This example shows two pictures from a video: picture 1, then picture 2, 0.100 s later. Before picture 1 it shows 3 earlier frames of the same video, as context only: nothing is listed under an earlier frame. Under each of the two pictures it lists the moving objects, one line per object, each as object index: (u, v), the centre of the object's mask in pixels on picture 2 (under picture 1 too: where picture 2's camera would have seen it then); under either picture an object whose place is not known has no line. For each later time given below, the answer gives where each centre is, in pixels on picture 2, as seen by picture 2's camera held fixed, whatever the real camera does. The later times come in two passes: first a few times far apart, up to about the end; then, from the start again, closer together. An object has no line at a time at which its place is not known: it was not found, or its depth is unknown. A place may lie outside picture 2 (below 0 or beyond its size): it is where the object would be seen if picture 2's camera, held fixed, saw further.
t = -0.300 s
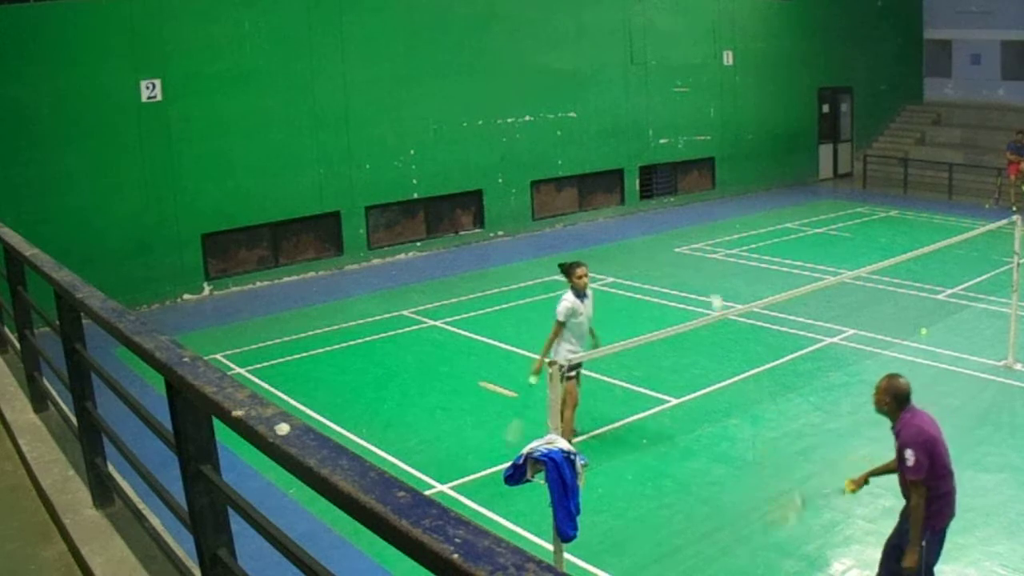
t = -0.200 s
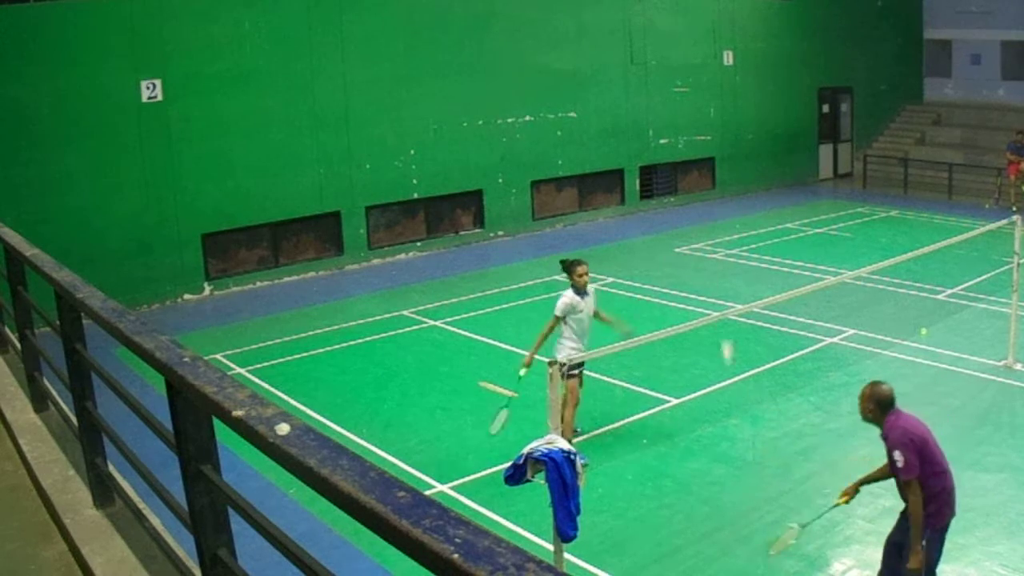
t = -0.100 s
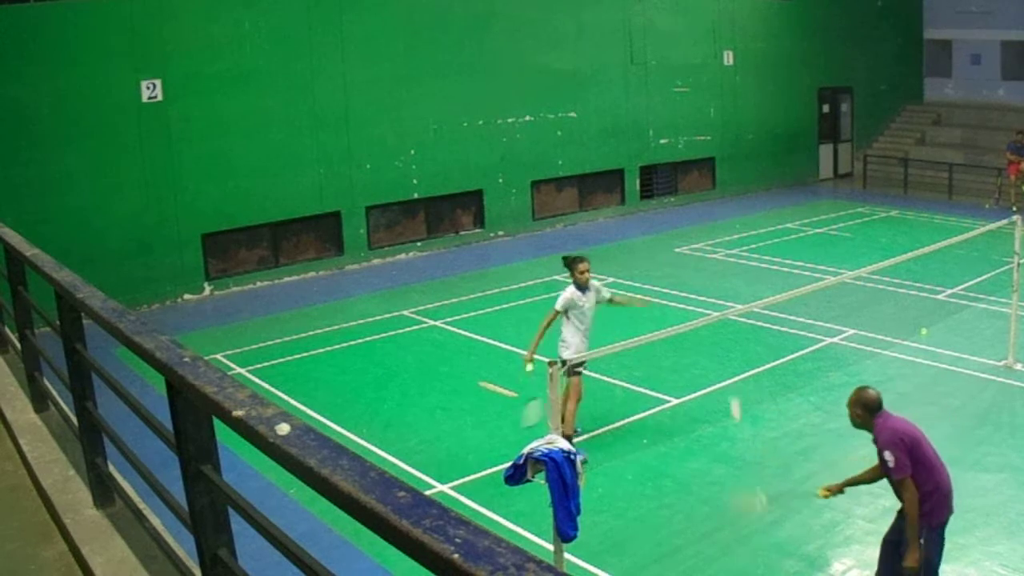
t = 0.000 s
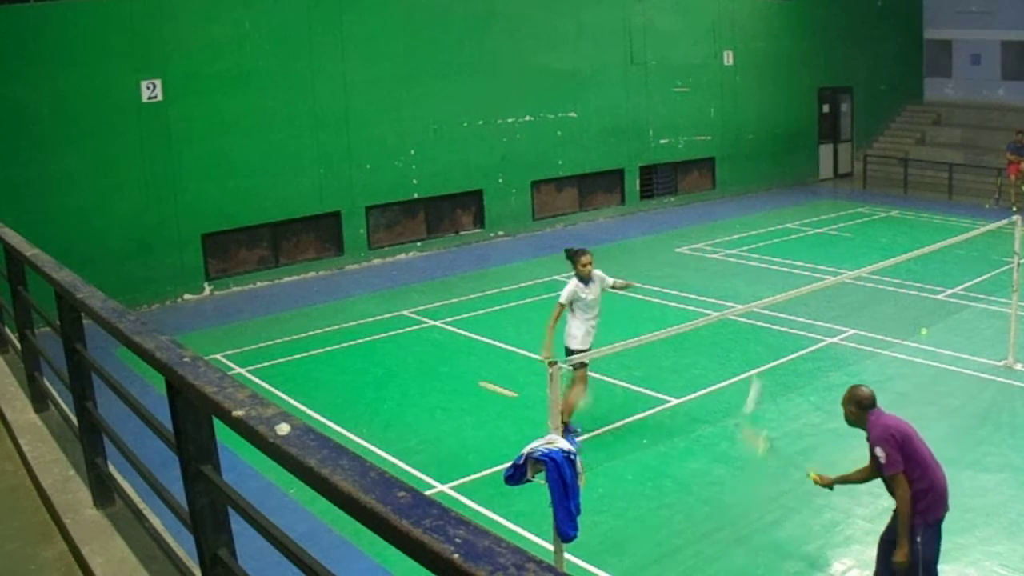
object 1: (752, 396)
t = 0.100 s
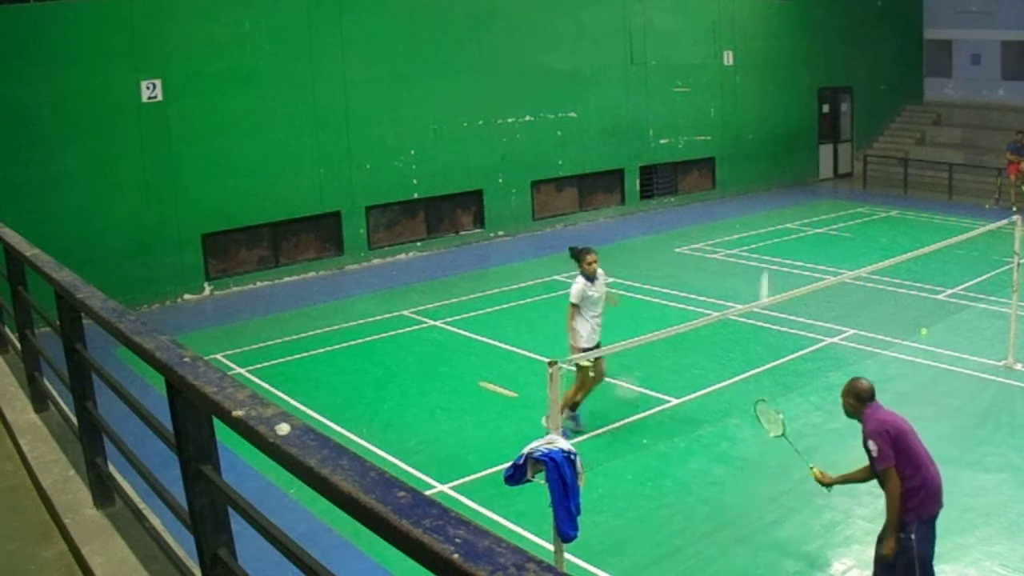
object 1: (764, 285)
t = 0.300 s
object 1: (779, 178)
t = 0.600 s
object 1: (792, 155)
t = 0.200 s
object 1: (772, 218)
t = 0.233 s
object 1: (775, 202)
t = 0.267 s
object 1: (777, 189)
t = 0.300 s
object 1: (779, 178)
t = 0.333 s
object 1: (780, 169)
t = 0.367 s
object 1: (782, 162)
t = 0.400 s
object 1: (783, 156)
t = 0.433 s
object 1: (784, 153)
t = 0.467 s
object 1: (786, 150)
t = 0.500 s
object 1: (787, 149)
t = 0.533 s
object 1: (789, 150)
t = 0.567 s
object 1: (790, 152)
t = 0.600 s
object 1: (792, 155)
